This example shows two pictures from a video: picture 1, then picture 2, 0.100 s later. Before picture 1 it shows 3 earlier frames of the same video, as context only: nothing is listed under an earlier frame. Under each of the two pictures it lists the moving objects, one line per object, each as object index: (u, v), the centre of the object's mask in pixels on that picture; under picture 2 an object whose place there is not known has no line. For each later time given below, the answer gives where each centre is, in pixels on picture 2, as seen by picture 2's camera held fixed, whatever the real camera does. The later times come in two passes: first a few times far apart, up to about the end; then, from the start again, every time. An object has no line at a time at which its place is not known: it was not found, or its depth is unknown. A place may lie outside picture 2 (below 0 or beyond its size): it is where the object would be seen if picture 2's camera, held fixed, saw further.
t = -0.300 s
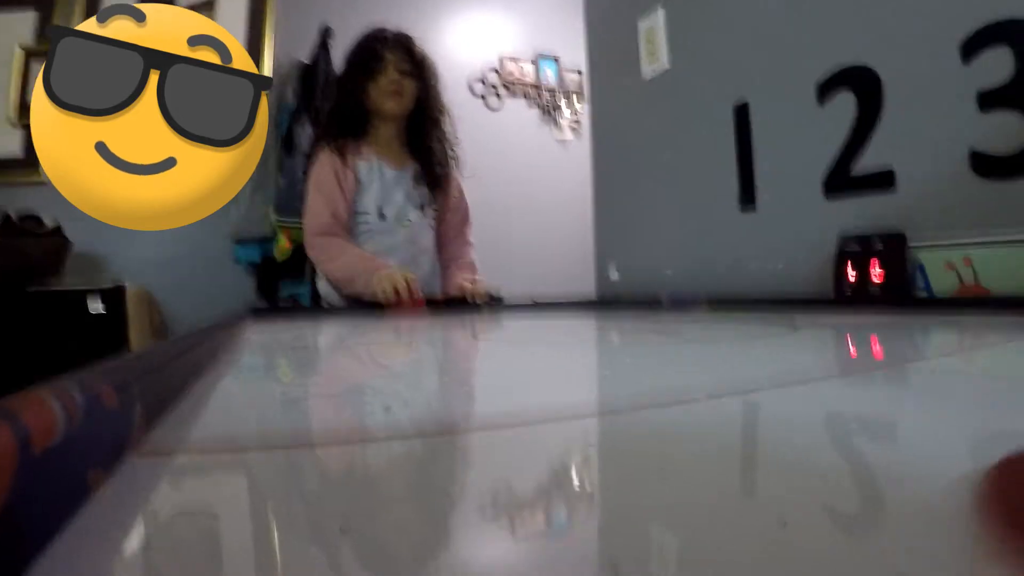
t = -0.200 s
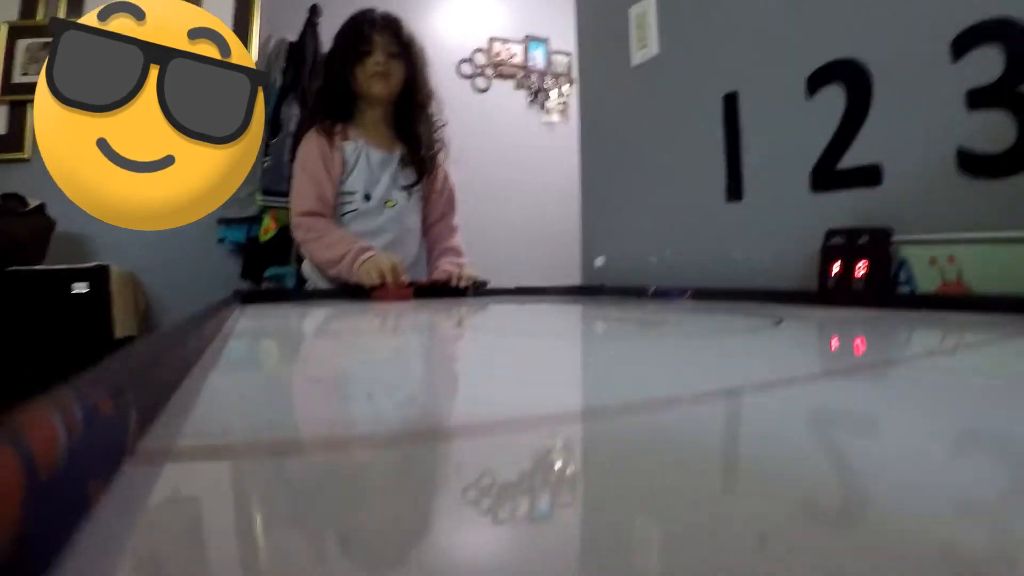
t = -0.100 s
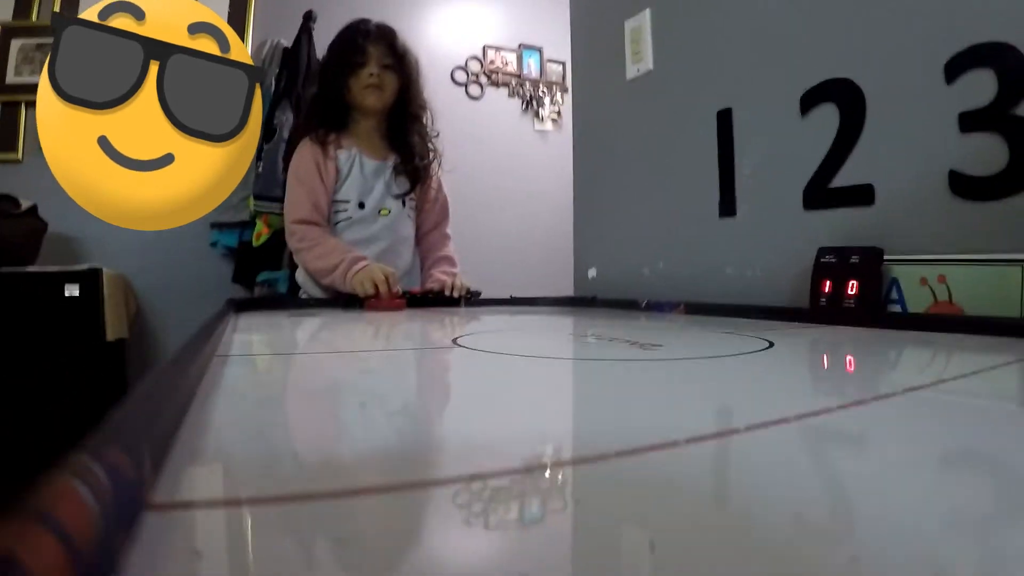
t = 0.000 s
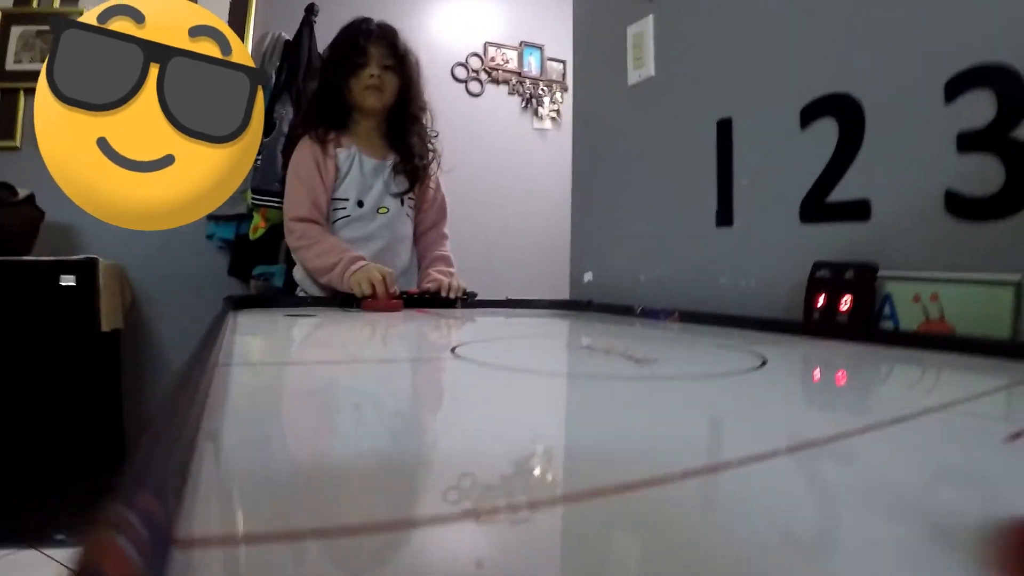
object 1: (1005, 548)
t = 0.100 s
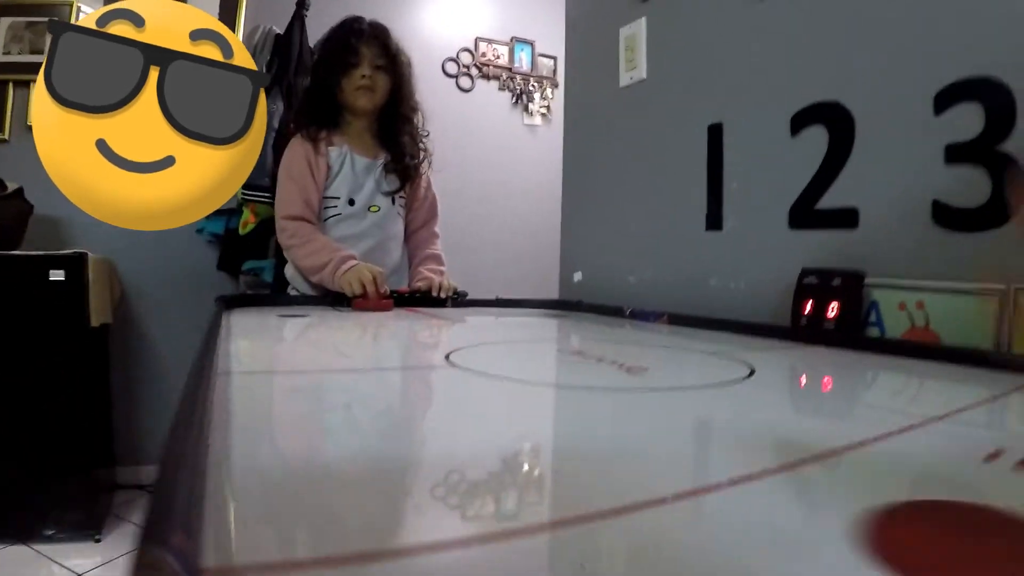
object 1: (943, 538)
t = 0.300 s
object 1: (817, 509)
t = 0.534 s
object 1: (741, 493)
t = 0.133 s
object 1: (927, 535)
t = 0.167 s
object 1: (902, 531)
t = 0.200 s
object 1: (877, 524)
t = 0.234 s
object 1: (855, 518)
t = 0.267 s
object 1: (835, 514)
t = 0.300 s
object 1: (817, 509)
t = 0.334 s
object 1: (801, 506)
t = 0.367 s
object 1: (786, 503)
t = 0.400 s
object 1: (775, 502)
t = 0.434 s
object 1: (764, 499)
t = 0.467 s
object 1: (756, 498)
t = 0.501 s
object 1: (747, 496)
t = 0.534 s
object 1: (741, 493)
